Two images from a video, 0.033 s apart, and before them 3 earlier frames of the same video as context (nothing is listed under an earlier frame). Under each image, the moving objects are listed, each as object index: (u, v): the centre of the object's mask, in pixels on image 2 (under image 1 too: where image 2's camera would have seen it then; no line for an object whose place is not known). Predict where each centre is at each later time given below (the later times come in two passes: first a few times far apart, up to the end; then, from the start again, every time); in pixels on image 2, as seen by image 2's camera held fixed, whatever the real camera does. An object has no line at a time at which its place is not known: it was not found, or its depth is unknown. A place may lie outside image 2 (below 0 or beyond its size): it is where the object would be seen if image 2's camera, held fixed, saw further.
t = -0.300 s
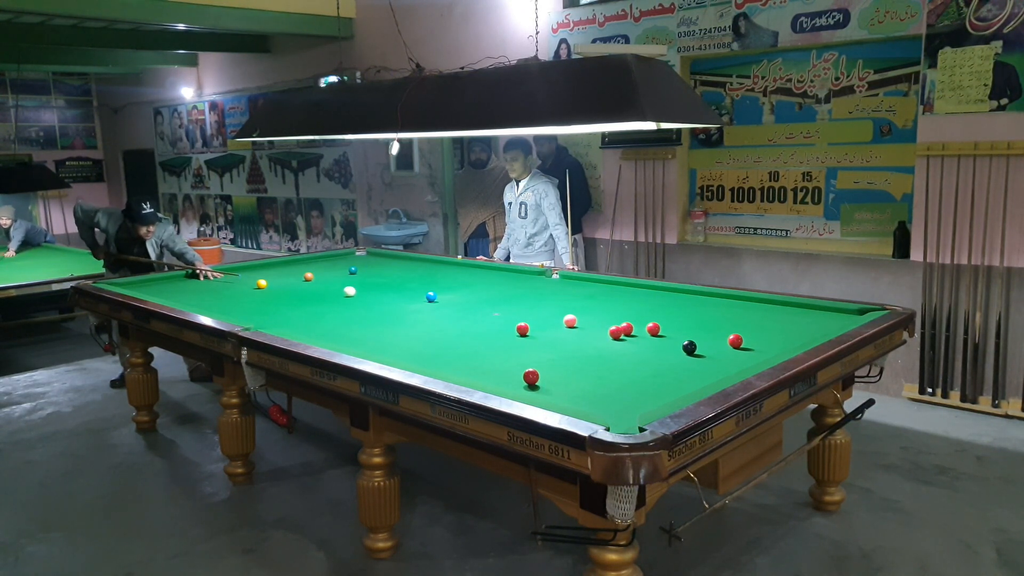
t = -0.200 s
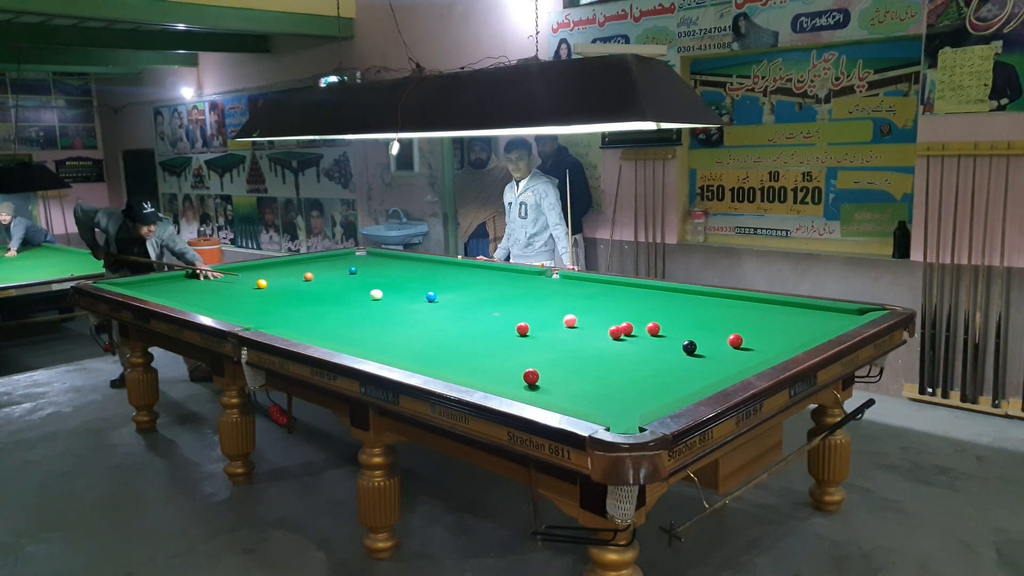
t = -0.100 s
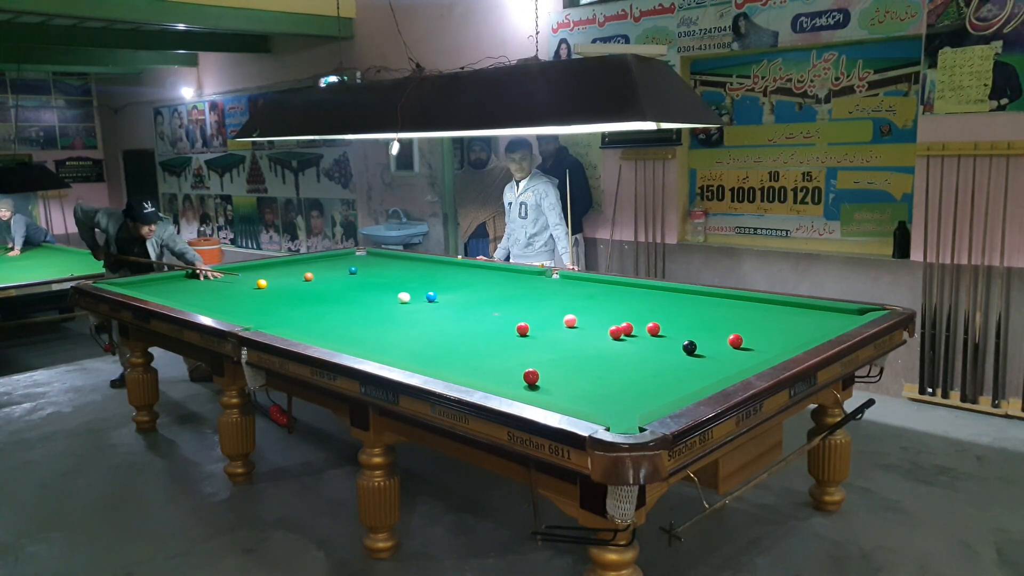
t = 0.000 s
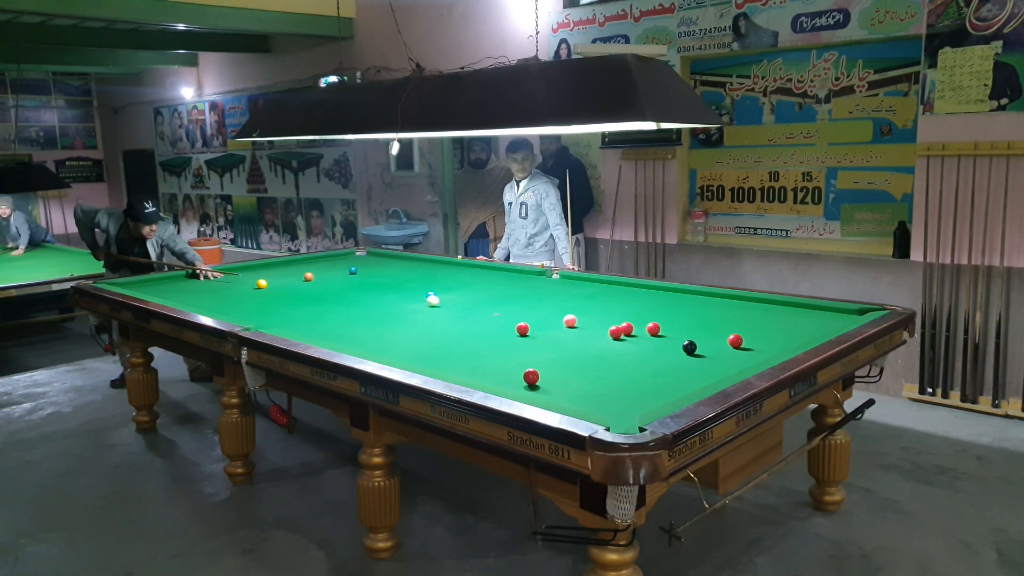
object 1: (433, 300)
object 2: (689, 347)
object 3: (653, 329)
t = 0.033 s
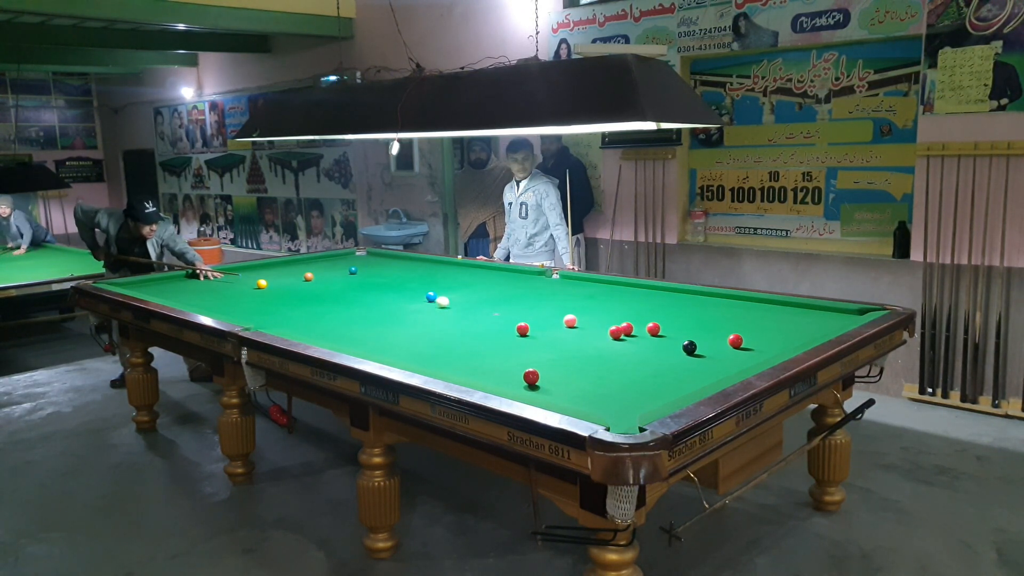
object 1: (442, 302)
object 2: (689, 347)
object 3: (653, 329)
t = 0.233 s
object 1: (504, 309)
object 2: (689, 347)
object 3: (653, 329)
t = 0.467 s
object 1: (585, 318)
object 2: (689, 347)
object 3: (653, 329)
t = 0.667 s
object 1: (656, 323)
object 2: (689, 347)
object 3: (659, 331)
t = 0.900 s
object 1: (723, 324)
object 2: (690, 348)
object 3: (687, 340)
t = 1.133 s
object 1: (787, 323)
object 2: (695, 356)
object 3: (712, 346)
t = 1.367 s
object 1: (843, 320)
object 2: (701, 365)
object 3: (735, 349)
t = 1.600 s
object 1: (820, 313)
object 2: (706, 374)
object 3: (757, 352)
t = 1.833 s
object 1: (801, 306)
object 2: (708, 379)
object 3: (771, 352)
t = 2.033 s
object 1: (779, 303)
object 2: (692, 382)
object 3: (762, 352)
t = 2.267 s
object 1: (750, 303)
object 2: (675, 384)
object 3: (752, 350)
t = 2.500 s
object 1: (723, 302)
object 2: (659, 384)
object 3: (744, 348)
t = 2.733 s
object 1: (699, 301)
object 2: (646, 385)
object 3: (738, 346)
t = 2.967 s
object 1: (676, 301)
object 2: (635, 385)
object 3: (733, 345)
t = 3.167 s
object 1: (658, 301)
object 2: (628, 386)
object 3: (730, 345)
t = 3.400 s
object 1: (639, 301)
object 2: (621, 386)
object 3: (729, 345)
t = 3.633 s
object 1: (622, 300)
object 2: (617, 386)
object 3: (729, 345)
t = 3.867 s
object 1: (607, 300)
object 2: (615, 386)
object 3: (729, 345)
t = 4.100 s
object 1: (593, 299)
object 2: (615, 386)
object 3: (729, 345)
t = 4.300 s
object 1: (583, 299)
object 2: (615, 387)
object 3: (729, 345)
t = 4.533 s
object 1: (572, 299)
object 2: (615, 386)
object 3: (729, 345)
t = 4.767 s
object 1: (563, 299)
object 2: (615, 386)
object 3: (729, 345)
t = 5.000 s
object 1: (556, 299)
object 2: (615, 386)
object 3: (729, 345)
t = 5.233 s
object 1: (550, 298)
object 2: (615, 386)
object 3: (729, 345)
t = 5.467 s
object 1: (545, 298)
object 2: (615, 387)
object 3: (729, 345)
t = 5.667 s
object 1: (543, 298)
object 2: (615, 386)
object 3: (729, 345)
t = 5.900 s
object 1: (541, 299)
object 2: (615, 386)
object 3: (729, 345)
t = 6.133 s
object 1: (540, 299)
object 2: (615, 386)
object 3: (729, 345)
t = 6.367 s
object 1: (540, 299)
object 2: (615, 386)
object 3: (730, 345)
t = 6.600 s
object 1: (540, 299)
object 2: (615, 386)
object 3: (730, 345)
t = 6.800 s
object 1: (540, 299)
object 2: (615, 386)
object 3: (729, 345)
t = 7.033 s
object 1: (541, 298)
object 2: (615, 386)
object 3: (729, 344)
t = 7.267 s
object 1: (541, 298)
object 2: (615, 386)
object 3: (729, 345)
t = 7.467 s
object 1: (541, 298)
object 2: (615, 386)
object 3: (729, 344)
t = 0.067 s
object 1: (452, 303)
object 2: (689, 347)
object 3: (653, 329)
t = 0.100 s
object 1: (462, 304)
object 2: (689, 347)
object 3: (653, 329)
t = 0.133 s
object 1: (473, 305)
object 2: (689, 347)
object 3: (653, 329)
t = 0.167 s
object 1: (483, 306)
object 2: (689, 347)
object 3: (653, 329)
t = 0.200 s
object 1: (494, 308)
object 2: (689, 347)
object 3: (653, 329)
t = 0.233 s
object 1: (504, 309)
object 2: (689, 347)
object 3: (653, 329)
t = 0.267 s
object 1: (515, 310)
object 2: (689, 347)
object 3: (653, 329)
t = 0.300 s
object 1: (526, 311)
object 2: (689, 347)
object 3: (653, 329)
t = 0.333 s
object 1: (538, 313)
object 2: (689, 347)
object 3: (653, 329)
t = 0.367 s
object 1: (549, 314)
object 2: (689, 347)
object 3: (653, 329)
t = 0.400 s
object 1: (560, 315)
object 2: (689, 347)
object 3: (653, 329)
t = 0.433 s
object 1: (573, 314)
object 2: (689, 347)
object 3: (653, 329)
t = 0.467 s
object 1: (585, 318)
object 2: (689, 347)
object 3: (653, 329)
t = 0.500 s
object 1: (597, 320)
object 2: (689, 347)
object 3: (653, 329)
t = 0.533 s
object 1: (610, 320)
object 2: (689, 347)
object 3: (653, 329)
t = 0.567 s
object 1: (621, 320)
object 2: (689, 347)
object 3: (653, 329)
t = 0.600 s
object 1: (637, 323)
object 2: (689, 347)
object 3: (653, 329)
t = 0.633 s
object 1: (646, 323)
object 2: (689, 347)
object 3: (654, 329)
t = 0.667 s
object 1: (656, 323)
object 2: (689, 347)
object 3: (659, 331)
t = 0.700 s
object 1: (666, 323)
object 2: (689, 347)
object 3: (664, 333)
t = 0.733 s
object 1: (675, 324)
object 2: (689, 347)
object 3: (668, 335)
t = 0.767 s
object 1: (685, 324)
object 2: (690, 347)
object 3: (672, 337)
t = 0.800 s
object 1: (694, 324)
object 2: (689, 347)
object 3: (676, 338)
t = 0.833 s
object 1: (704, 324)
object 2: (689, 347)
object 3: (679, 339)
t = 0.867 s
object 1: (713, 324)
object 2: (689, 347)
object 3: (683, 340)
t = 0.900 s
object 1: (723, 324)
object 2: (690, 348)
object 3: (687, 340)
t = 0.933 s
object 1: (732, 324)
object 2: (690, 349)
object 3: (692, 340)
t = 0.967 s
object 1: (741, 323)
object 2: (691, 351)
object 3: (696, 342)
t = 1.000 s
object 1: (750, 324)
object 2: (692, 352)
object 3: (699, 343)
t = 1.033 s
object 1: (760, 323)
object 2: (693, 353)
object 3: (702, 344)
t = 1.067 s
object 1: (769, 323)
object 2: (693, 354)
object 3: (705, 345)
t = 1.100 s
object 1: (778, 323)
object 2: (694, 355)
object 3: (709, 346)
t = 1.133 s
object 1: (787, 323)
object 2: (695, 356)
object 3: (712, 346)
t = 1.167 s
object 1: (796, 323)
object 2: (696, 358)
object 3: (715, 347)
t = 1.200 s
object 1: (805, 323)
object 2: (696, 359)
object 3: (719, 347)
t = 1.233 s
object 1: (814, 323)
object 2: (697, 360)
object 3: (722, 348)
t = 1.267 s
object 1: (823, 322)
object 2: (698, 362)
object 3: (725, 348)
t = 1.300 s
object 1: (832, 322)
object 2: (699, 363)
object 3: (729, 349)
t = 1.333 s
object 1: (840, 321)
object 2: (700, 364)
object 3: (732, 349)
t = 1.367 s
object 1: (843, 320)
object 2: (701, 365)
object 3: (735, 349)
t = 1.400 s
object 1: (839, 319)
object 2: (701, 367)
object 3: (738, 350)
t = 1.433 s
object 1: (836, 319)
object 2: (702, 368)
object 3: (741, 350)
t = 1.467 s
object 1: (833, 318)
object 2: (703, 369)
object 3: (745, 351)
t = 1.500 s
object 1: (830, 317)
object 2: (703, 370)
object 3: (748, 351)
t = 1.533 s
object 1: (826, 316)
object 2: (704, 372)
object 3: (751, 351)
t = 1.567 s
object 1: (823, 314)
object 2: (705, 373)
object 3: (754, 352)
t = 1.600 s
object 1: (820, 313)
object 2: (706, 374)
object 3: (757, 352)
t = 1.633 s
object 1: (817, 312)
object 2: (707, 375)
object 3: (760, 352)
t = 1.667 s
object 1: (814, 311)
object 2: (707, 376)
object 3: (762, 352)
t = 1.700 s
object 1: (812, 310)
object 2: (708, 377)
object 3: (765, 352)
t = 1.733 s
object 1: (809, 309)
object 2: (708, 378)
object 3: (768, 352)
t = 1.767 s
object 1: (806, 308)
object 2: (709, 378)
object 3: (770, 352)
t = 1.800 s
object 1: (803, 307)
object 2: (709, 379)
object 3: (772, 352)
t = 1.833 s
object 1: (801, 306)
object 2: (708, 379)
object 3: (771, 352)
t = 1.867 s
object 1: (798, 305)
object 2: (705, 380)
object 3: (770, 352)
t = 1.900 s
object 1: (796, 304)
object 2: (703, 380)
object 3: (768, 352)
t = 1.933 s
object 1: (792, 303)
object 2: (700, 381)
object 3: (767, 352)
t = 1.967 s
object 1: (788, 303)
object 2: (697, 381)
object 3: (765, 352)
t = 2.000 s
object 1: (783, 303)
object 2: (695, 382)
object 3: (764, 352)
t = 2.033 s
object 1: (779, 303)
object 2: (692, 382)
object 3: (762, 352)
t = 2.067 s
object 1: (775, 303)
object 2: (690, 383)
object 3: (761, 352)
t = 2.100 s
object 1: (770, 303)
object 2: (687, 383)
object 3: (759, 351)
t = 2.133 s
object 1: (766, 303)
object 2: (685, 384)
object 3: (758, 351)
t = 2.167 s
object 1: (762, 303)
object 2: (682, 384)
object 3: (756, 351)
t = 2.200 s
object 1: (758, 303)
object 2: (680, 384)
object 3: (755, 350)
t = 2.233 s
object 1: (754, 303)
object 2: (677, 384)
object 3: (754, 350)
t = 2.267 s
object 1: (750, 303)
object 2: (675, 384)
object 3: (752, 350)
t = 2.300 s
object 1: (746, 302)
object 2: (673, 384)
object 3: (751, 349)
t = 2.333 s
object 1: (742, 302)
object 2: (670, 384)
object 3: (750, 349)
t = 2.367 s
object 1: (738, 302)
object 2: (668, 384)
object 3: (749, 349)
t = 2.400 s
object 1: (735, 302)
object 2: (666, 384)
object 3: (748, 349)
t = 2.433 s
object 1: (731, 302)
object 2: (664, 384)
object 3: (747, 348)
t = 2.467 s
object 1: (727, 302)
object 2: (662, 384)
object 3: (745, 348)
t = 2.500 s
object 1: (723, 302)
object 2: (659, 384)
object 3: (744, 348)
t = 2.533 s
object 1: (719, 302)
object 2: (658, 384)
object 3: (743, 348)
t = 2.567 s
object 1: (716, 302)
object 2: (656, 384)
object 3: (742, 347)
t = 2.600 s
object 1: (712, 302)
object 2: (654, 384)
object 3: (741, 347)
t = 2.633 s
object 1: (709, 302)
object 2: (652, 385)
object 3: (740, 347)
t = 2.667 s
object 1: (705, 302)
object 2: (650, 385)
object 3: (740, 347)
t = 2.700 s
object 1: (702, 302)
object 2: (648, 385)
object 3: (739, 346)
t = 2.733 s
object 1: (699, 301)
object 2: (646, 385)
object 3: (738, 346)
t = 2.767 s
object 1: (695, 301)
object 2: (644, 385)
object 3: (737, 346)
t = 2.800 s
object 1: (692, 301)
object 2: (643, 385)
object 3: (736, 346)
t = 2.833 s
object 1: (689, 301)
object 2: (641, 385)
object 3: (736, 346)
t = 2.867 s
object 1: (685, 301)
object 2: (640, 385)
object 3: (735, 346)
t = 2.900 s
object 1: (682, 301)
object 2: (638, 385)
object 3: (735, 346)
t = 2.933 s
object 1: (679, 301)
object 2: (637, 385)
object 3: (734, 345)
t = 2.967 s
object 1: (676, 301)
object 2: (635, 385)
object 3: (733, 345)
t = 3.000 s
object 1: (673, 301)
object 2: (634, 385)
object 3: (733, 345)
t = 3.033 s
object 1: (670, 301)
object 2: (633, 385)
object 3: (732, 345)
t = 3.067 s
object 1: (667, 301)
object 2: (631, 385)
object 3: (732, 345)
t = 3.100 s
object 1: (664, 301)
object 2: (630, 385)
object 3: (731, 345)
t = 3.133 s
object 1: (661, 300)
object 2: (629, 385)
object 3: (731, 345)
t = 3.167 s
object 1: (658, 301)
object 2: (628, 386)
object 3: (730, 345)
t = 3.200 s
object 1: (655, 301)
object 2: (627, 386)
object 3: (730, 345)
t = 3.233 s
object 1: (652, 300)
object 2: (626, 386)
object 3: (730, 345)
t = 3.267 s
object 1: (650, 300)
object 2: (625, 386)
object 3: (729, 345)
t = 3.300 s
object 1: (647, 300)
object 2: (624, 386)
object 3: (729, 345)
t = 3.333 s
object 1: (644, 300)
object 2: (623, 386)
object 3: (729, 345)
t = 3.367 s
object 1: (642, 300)
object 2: (622, 386)
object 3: (729, 345)
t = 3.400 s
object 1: (639, 301)
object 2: (621, 386)
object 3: (729, 345)
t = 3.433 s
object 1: (636, 300)
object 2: (620, 386)
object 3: (729, 345)
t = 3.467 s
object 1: (634, 300)
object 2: (620, 386)
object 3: (729, 345)
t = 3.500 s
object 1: (631, 300)
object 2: (619, 386)
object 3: (729, 345)
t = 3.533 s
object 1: (629, 300)
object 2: (618, 386)
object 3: (729, 345)
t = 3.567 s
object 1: (627, 300)
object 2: (618, 386)
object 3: (729, 345)
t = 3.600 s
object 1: (624, 300)
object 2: (617, 386)
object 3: (729, 345)
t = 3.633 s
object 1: (622, 300)
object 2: (617, 386)
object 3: (729, 345)
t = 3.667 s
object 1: (620, 300)
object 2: (616, 386)
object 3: (729, 345)
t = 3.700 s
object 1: (617, 300)
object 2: (616, 386)
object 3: (729, 345)
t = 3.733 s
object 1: (615, 300)
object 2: (616, 386)
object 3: (729, 345)
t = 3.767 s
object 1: (613, 300)
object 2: (615, 386)
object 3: (729, 345)
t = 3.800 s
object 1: (611, 300)
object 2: (615, 386)
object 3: (729, 345)
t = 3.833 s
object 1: (609, 300)
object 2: (615, 386)
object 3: (729, 345)
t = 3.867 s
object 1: (607, 300)
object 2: (615, 386)
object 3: (729, 345)
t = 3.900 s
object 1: (605, 300)
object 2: (615, 386)
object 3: (729, 345)
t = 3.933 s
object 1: (603, 299)
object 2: (615, 386)
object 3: (729, 345)
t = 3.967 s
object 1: (601, 300)
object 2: (615, 386)
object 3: (729, 345)
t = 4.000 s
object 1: (599, 300)
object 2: (615, 387)
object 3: (729, 345)
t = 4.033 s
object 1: (597, 299)
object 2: (615, 386)
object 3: (729, 345)
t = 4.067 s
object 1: (595, 299)
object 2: (615, 386)
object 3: (729, 345)
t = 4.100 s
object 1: (593, 299)
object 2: (615, 386)
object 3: (729, 345)
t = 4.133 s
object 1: (591, 299)
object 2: (615, 386)
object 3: (729, 345)
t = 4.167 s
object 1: (589, 299)
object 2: (615, 386)
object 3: (729, 345)
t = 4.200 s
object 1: (588, 299)
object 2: (615, 386)
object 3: (729, 345)
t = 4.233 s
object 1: (586, 299)
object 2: (615, 386)
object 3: (729, 345)
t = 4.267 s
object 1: (584, 299)
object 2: (615, 386)
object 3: (729, 345)
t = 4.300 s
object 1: (583, 299)
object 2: (615, 387)
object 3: (729, 345)
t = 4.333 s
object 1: (581, 299)
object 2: (615, 386)
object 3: (729, 345)
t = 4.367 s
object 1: (580, 299)
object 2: (615, 386)
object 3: (729, 345)
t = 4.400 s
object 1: (578, 299)
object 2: (615, 386)
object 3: (729, 345)
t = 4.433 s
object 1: (577, 299)
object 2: (615, 386)
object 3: (730, 345)
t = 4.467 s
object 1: (575, 299)
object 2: (615, 386)
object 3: (729, 345)
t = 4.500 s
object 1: (574, 299)
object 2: (615, 386)
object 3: (729, 345)
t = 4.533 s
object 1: (572, 299)
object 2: (615, 386)
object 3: (729, 345)
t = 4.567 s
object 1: (571, 299)
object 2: (615, 386)
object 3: (729, 345)
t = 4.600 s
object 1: (570, 299)
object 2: (615, 386)
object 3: (729, 345)
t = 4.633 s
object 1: (568, 299)
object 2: (615, 386)
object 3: (729, 345)
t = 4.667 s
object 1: (567, 299)
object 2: (615, 386)
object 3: (729, 345)
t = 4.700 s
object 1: (566, 299)
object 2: (615, 386)
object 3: (729, 345)
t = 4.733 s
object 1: (565, 299)
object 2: (615, 386)
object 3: (729, 345)
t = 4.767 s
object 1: (563, 299)
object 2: (615, 386)
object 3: (729, 345)
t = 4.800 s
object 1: (562, 299)
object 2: (615, 386)
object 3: (730, 345)
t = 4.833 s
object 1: (561, 299)
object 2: (615, 386)
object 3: (730, 345)
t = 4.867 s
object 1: (560, 299)
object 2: (615, 386)
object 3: (729, 345)
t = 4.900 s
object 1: (559, 299)
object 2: (615, 386)
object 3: (729, 345)
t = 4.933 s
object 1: (558, 299)
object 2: (615, 386)
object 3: (729, 345)
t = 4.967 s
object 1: (557, 299)
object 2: (615, 386)
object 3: (729, 345)
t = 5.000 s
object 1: (556, 299)
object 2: (615, 386)
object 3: (729, 345)
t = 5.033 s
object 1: (555, 299)
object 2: (615, 386)
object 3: (729, 345)
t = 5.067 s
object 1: (554, 299)
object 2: (615, 386)
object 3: (729, 345)
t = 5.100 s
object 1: (553, 299)
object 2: (615, 386)
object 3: (729, 345)
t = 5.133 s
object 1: (552, 299)
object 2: (615, 386)
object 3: (729, 345)
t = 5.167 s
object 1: (552, 299)
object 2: (615, 386)
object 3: (729, 345)
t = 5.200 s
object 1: (551, 299)
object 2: (615, 386)
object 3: (729, 345)
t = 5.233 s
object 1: (550, 298)
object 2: (615, 386)
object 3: (729, 345)
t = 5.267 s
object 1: (549, 298)
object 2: (615, 386)
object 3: (729, 345)
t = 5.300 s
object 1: (548, 299)
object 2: (615, 386)
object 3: (729, 345)
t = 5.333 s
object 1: (548, 299)
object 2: (615, 386)
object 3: (729, 345)
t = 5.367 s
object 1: (547, 299)
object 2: (615, 387)
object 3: (729, 345)
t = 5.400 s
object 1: (547, 298)
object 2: (615, 386)
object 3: (729, 345)
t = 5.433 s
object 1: (546, 298)
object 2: (615, 386)
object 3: (730, 345)
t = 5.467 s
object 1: (545, 298)
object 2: (615, 387)
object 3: (729, 345)
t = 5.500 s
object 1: (545, 298)
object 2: (615, 386)
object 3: (730, 345)
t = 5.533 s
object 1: (544, 299)
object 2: (615, 387)
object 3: (729, 345)
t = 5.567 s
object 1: (544, 299)
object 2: (615, 386)
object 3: (730, 345)
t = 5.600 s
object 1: (544, 299)
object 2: (615, 386)
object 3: (729, 345)
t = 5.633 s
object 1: (543, 299)
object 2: (615, 386)
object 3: (729, 345)
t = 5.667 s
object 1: (543, 298)
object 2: (615, 386)
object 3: (729, 345)
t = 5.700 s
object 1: (543, 299)
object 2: (615, 386)
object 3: (729, 345)
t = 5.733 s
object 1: (542, 299)
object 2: (615, 386)
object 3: (729, 345)
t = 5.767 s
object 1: (542, 299)
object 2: (615, 386)
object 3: (729, 345)
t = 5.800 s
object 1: (542, 299)
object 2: (615, 386)
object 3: (729, 345)
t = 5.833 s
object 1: (541, 299)
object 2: (615, 386)
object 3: (729, 345)
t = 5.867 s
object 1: (541, 299)
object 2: (615, 386)
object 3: (729, 345)
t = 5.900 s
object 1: (541, 299)
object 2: (615, 386)
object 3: (729, 345)
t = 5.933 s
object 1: (541, 299)
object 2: (615, 386)
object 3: (729, 345)
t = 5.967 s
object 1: (541, 299)
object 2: (615, 386)
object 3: (729, 345)
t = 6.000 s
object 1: (541, 299)
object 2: (615, 387)
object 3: (729, 345)
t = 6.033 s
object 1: (540, 299)
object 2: (615, 386)
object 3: (729, 345)
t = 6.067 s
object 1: (540, 299)
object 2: (615, 386)
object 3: (729, 345)
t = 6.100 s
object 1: (540, 299)
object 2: (615, 386)
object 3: (729, 345)
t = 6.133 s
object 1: (540, 299)
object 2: (615, 386)
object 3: (729, 345)
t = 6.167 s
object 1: (540, 299)
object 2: (615, 386)
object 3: (729, 345)
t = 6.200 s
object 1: (540, 299)
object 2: (615, 386)
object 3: (729, 345)
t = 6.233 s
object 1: (540, 299)
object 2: (615, 386)
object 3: (729, 345)
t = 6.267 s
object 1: (540, 299)
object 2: (615, 386)
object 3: (729, 345)
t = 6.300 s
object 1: (540, 299)
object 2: (615, 386)
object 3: (730, 345)
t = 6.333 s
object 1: (540, 299)
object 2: (615, 386)
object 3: (730, 345)
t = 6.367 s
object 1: (540, 299)
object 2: (615, 386)
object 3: (730, 345)
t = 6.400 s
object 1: (540, 299)
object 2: (615, 386)
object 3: (729, 345)
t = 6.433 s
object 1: (540, 299)
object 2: (615, 386)
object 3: (729, 345)
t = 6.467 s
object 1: (540, 299)
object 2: (615, 386)
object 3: (729, 345)
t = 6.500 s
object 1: (540, 299)
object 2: (615, 386)
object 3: (730, 345)
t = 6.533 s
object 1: (540, 299)
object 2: (615, 386)
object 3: (730, 345)
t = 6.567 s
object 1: (540, 299)
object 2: (615, 386)
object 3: (729, 345)
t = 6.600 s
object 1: (540, 299)
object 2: (615, 386)
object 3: (730, 345)
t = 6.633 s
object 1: (540, 299)
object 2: (615, 386)
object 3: (730, 345)
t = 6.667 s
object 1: (540, 299)
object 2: (615, 386)
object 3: (729, 345)
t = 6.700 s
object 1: (540, 299)
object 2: (615, 386)
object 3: (730, 345)
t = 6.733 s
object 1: (540, 299)
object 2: (615, 386)
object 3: (730, 345)
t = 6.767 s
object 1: (540, 299)
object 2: (615, 386)
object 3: (729, 345)
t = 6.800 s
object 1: (540, 299)
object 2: (615, 386)
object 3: (729, 345)
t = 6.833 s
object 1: (541, 298)
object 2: (615, 386)
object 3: (729, 345)
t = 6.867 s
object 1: (541, 298)
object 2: (615, 386)
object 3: (729, 345)
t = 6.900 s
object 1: (541, 298)
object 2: (615, 386)
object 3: (729, 344)
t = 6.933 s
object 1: (541, 298)
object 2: (615, 386)
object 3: (729, 344)
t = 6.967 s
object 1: (541, 298)
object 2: (615, 386)
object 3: (729, 345)
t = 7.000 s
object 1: (541, 298)
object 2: (615, 386)
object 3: (729, 344)
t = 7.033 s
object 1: (541, 298)
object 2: (615, 386)
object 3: (729, 344)
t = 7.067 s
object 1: (541, 298)
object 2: (615, 386)
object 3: (729, 345)
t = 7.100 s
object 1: (541, 298)
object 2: (615, 386)
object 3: (729, 344)
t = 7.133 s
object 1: (541, 298)
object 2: (615, 386)
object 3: (729, 344)
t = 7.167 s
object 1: (541, 299)
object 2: (615, 386)
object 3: (729, 345)
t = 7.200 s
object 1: (541, 298)
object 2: (615, 386)
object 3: (729, 345)
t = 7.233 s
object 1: (541, 298)
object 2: (615, 386)
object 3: (729, 345)
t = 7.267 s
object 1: (541, 298)
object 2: (615, 386)
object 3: (729, 345)
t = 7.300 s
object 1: (541, 298)
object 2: (615, 386)
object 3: (729, 344)
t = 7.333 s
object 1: (541, 298)
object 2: (615, 386)
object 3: (729, 345)
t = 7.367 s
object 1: (541, 298)
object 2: (615, 386)
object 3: (729, 345)
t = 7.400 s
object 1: (541, 298)
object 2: (615, 386)
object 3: (729, 344)
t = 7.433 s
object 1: (541, 298)
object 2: (615, 386)
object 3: (729, 344)
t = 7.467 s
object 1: (541, 298)
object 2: (615, 386)
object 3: (729, 344)
